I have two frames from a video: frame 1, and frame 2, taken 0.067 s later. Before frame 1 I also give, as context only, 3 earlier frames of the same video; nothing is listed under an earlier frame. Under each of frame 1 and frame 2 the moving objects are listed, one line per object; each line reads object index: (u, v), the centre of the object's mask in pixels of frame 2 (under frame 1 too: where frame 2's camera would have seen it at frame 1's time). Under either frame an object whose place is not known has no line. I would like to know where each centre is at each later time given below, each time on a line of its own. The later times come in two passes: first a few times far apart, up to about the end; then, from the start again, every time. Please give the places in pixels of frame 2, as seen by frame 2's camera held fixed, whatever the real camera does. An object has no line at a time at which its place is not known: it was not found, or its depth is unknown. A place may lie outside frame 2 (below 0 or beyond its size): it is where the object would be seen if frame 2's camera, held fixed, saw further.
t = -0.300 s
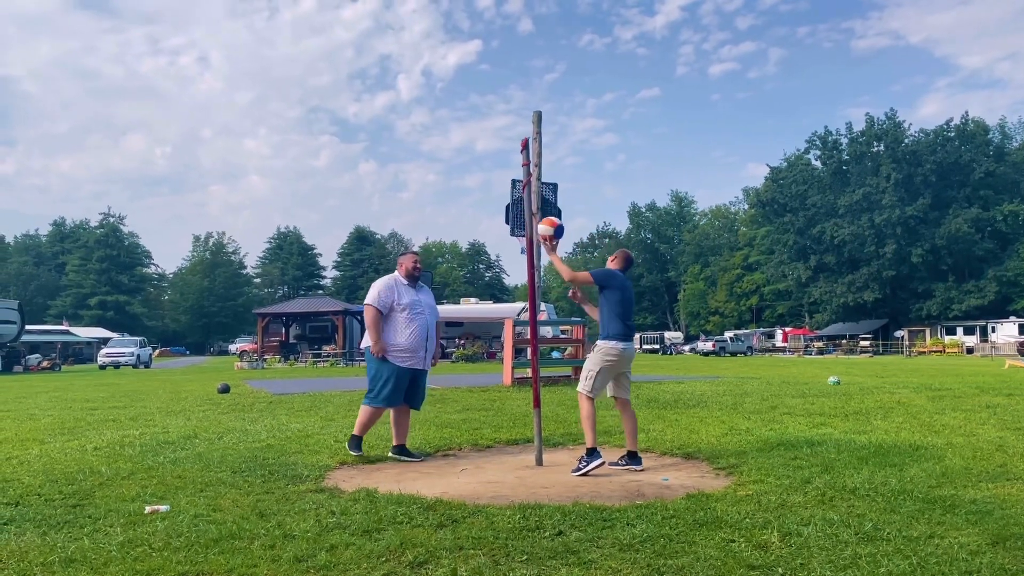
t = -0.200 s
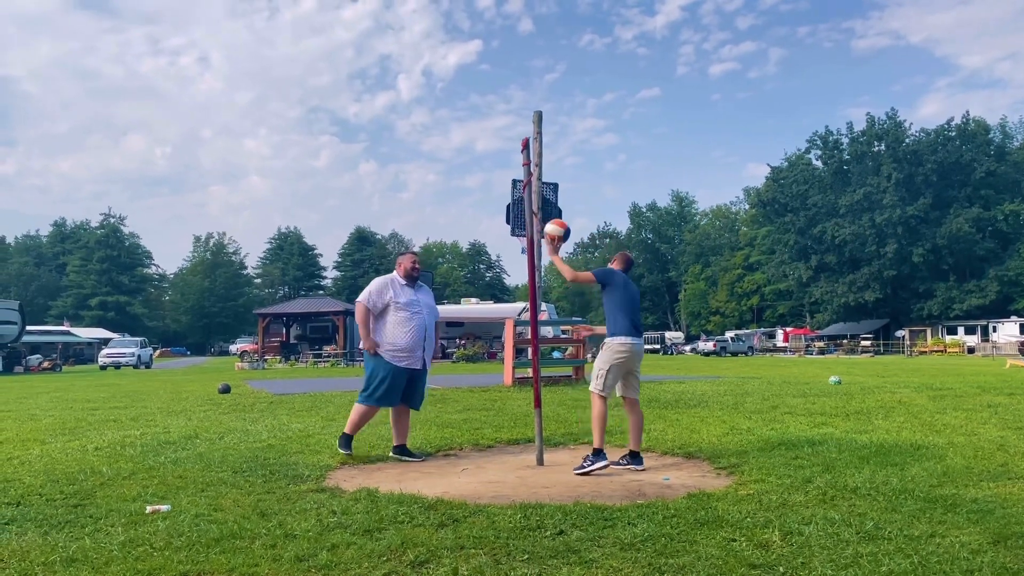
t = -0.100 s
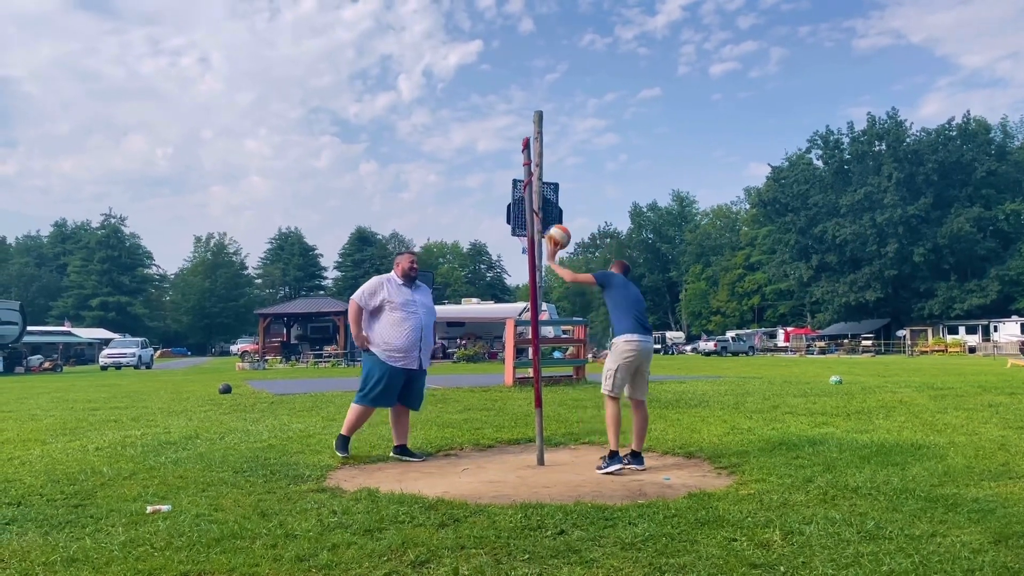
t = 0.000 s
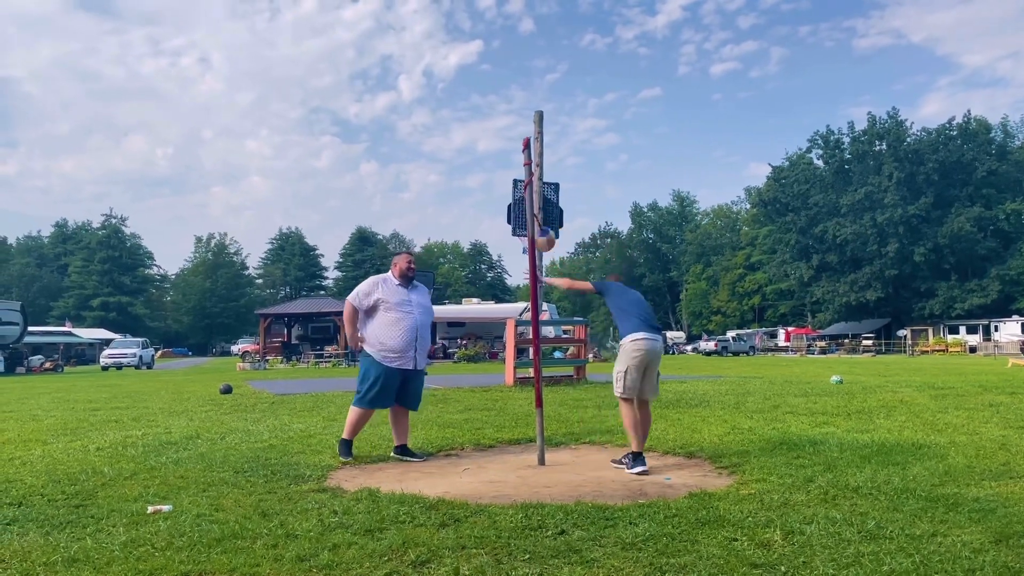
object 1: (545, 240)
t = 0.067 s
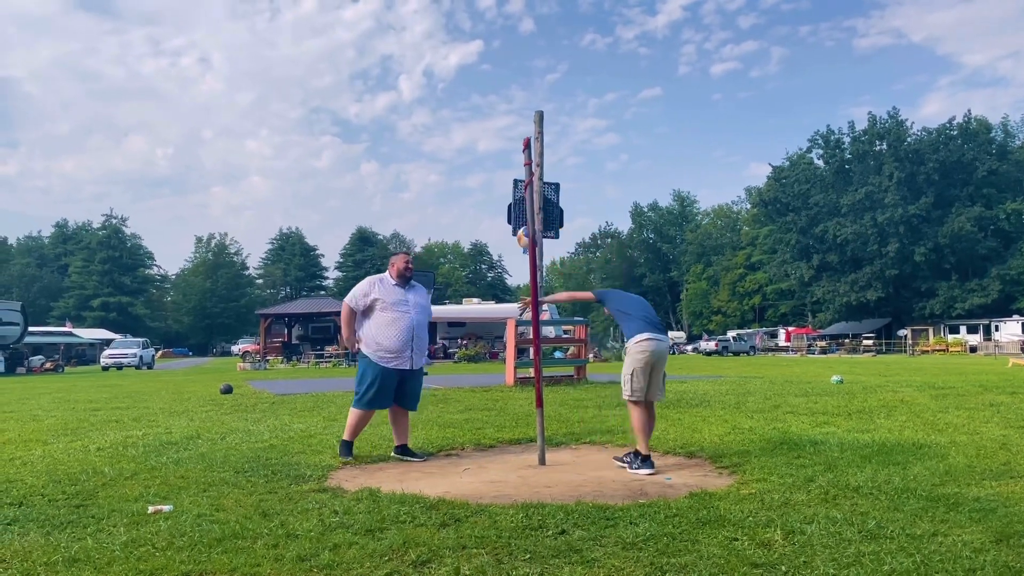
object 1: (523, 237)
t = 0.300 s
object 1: (485, 228)
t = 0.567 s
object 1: (485, 233)
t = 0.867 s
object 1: (560, 232)
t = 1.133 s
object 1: (595, 226)
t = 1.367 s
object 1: (575, 241)
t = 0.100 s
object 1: (520, 236)
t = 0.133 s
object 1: (515, 234)
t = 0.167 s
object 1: (508, 233)
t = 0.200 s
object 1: (501, 231)
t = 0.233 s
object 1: (495, 230)
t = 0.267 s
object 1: (490, 229)
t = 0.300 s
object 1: (485, 228)
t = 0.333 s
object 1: (482, 228)
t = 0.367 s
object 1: (480, 227)
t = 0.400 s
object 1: (478, 227)
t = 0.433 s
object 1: (478, 228)
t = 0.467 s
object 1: (478, 229)
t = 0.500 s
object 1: (479, 230)
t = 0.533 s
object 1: (482, 232)
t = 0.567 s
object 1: (485, 233)
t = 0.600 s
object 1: (491, 235)
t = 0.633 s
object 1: (498, 235)
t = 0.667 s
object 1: (505, 235)
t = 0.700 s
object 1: (514, 235)
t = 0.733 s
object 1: (523, 235)
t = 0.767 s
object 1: (533, 235)
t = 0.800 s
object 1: (542, 234)
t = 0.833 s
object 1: (552, 233)
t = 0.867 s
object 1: (560, 232)
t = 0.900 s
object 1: (568, 230)
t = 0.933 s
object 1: (576, 229)
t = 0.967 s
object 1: (582, 228)
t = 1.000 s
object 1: (587, 227)
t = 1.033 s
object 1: (591, 226)
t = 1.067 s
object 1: (594, 226)
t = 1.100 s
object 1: (595, 226)
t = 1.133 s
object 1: (595, 226)
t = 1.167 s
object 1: (595, 227)
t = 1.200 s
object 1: (594, 229)
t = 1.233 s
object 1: (592, 231)
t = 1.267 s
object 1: (589, 232)
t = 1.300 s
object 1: (586, 235)
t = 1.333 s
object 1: (581, 239)
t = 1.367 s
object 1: (575, 241)
